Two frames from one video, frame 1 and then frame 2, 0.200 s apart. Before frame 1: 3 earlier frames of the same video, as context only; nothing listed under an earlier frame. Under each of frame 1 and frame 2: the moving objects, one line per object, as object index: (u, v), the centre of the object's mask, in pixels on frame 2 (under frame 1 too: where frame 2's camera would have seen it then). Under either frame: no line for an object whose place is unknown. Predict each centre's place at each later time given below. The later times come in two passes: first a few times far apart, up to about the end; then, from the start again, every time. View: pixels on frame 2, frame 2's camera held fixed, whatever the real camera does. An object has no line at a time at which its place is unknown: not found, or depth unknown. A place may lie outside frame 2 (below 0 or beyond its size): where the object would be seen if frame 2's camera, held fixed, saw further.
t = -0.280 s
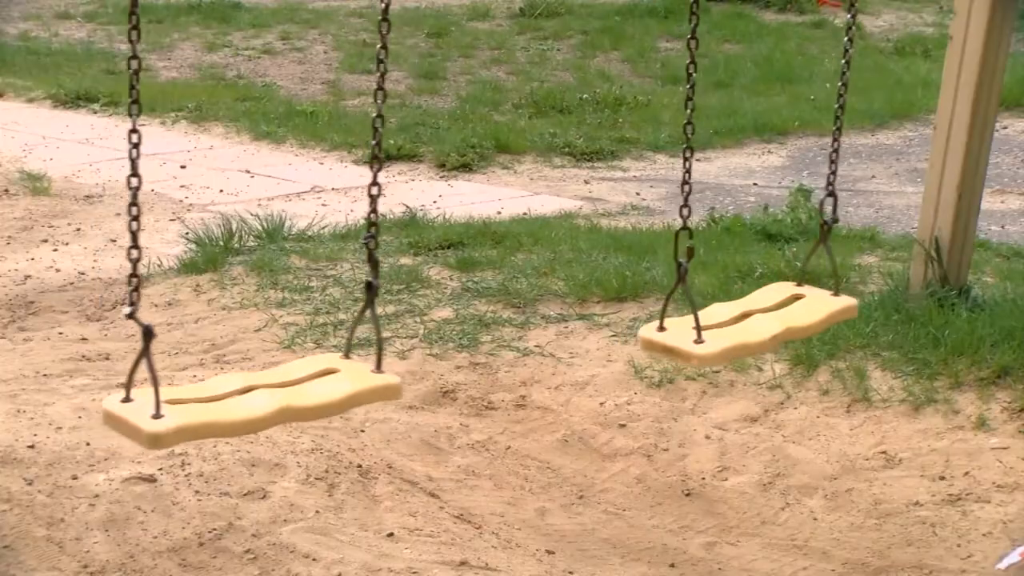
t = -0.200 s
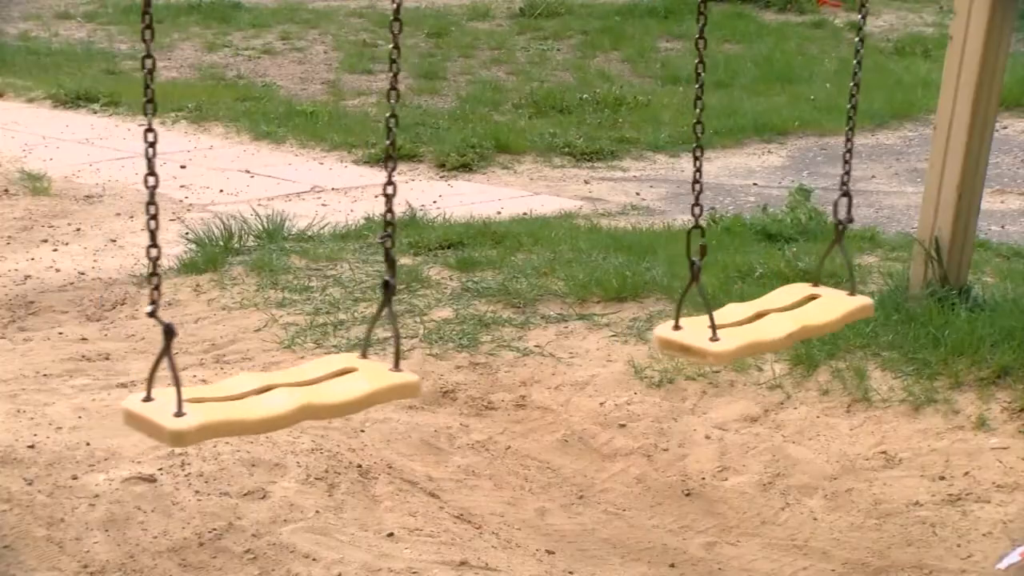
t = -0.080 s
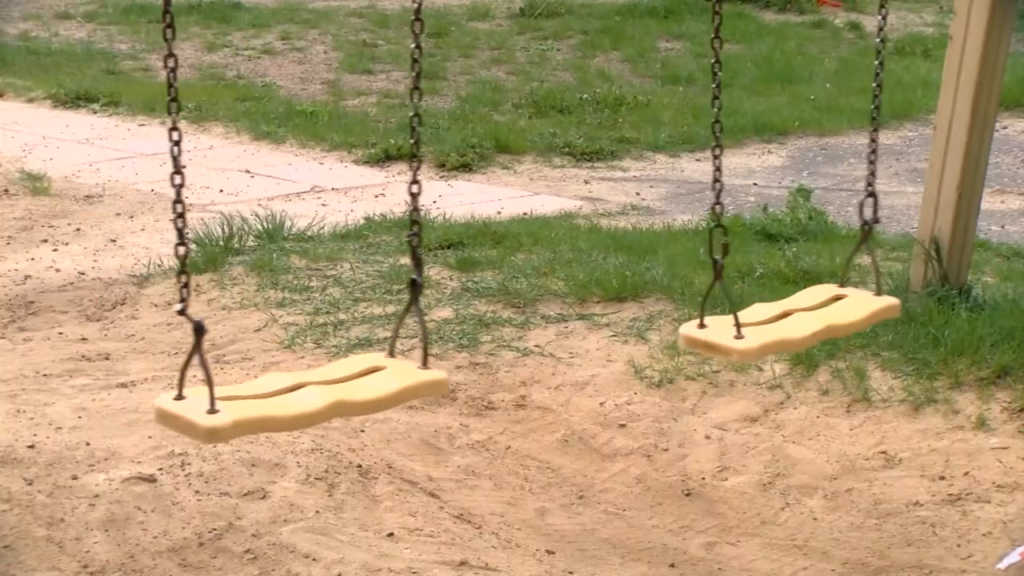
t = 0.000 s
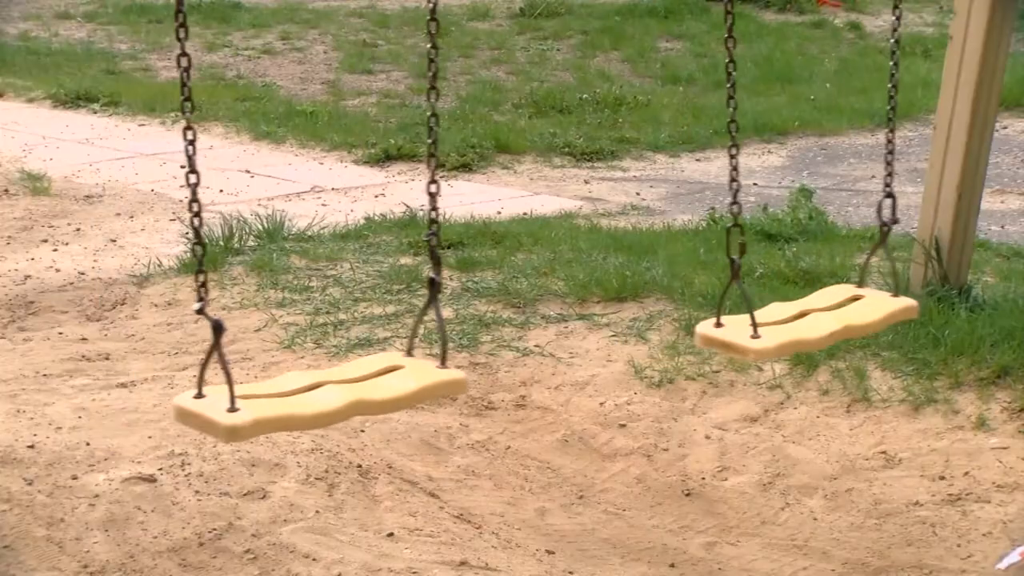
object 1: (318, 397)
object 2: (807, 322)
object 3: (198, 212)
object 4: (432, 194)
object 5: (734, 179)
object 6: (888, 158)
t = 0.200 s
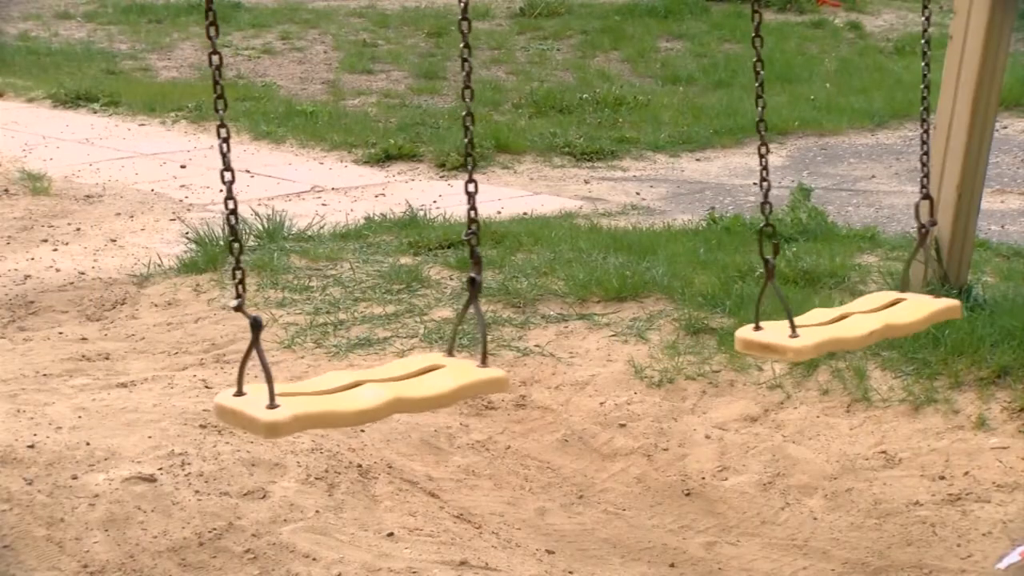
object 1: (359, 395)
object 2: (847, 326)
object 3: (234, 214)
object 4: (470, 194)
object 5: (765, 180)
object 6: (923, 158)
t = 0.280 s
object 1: (370, 395)
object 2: (860, 328)
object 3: (243, 214)
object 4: (480, 192)
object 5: (776, 182)
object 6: (935, 168)
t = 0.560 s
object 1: (383, 403)
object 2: (888, 336)
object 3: (250, 218)
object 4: (491, 197)
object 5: (796, 186)
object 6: (960, 166)
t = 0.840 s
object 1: (347, 414)
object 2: (875, 345)
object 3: (220, 224)
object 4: (461, 200)
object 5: (787, 191)
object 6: (946, 156)
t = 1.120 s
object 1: (288, 420)
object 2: (830, 350)
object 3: (165, 227)
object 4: (409, 203)
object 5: (749, 197)
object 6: (900, 160)
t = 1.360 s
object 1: (247, 419)
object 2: (781, 348)
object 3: (122, 228)
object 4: (375, 203)
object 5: (709, 199)
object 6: (862, 173)
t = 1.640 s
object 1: (233, 412)
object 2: (748, 339)
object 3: (111, 223)
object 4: (363, 201)
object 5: (680, 195)
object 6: (835, 166)
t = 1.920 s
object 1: (261, 404)
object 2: (750, 329)
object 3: (143, 217)
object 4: (384, 196)
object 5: (681, 186)
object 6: (840, 164)
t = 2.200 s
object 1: (311, 396)
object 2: (786, 322)
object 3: (195, 213)
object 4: (427, 191)
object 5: (712, 180)
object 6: (872, 159)
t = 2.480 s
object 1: (359, 394)
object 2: (834, 322)
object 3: (233, 212)
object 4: (469, 193)
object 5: (757, 178)
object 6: (914, 160)
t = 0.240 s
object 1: (365, 395)
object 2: (854, 327)
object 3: (239, 215)
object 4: (475, 194)
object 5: (770, 181)
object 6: (930, 173)
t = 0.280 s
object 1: (370, 395)
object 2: (860, 328)
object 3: (243, 214)
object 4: (480, 192)
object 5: (776, 182)
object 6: (935, 168)
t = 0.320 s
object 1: (376, 396)
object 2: (866, 329)
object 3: (247, 214)
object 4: (485, 196)
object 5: (781, 180)
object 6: (941, 151)
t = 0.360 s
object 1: (379, 397)
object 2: (872, 330)
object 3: (250, 215)
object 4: (489, 195)
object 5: (786, 181)
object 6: (948, 161)
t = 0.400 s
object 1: (381, 398)
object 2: (876, 331)
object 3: (251, 215)
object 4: (491, 195)
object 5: (790, 182)
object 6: (952, 154)
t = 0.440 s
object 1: (383, 399)
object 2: (880, 331)
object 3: (252, 216)
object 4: (492, 196)
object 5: (793, 183)
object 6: (956, 153)
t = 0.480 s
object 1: (384, 400)
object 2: (884, 333)
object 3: (253, 216)
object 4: (493, 195)
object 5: (795, 184)
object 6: (959, 152)
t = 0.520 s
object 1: (383, 402)
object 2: (887, 334)
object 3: (252, 217)
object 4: (492, 197)
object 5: (796, 185)
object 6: (960, 162)
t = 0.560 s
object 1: (383, 403)
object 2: (888, 336)
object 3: (250, 218)
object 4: (491, 197)
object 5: (796, 186)
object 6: (960, 166)
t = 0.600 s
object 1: (380, 405)
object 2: (889, 337)
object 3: (248, 219)
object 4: (489, 198)
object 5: (796, 188)
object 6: (960, 167)
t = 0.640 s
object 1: (377, 406)
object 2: (888, 338)
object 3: (244, 220)
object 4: (486, 198)
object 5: (796, 188)
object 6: (959, 168)
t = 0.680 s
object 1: (373, 408)
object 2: (887, 340)
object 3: (240, 221)
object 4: (483, 198)
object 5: (796, 188)
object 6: (958, 167)
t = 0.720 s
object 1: (367, 409)
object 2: (885, 341)
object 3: (236, 222)
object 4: (478, 200)
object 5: (795, 189)
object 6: (956, 162)
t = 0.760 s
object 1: (361, 411)
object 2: (883, 342)
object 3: (231, 223)
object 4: (473, 203)
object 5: (793, 190)
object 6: (953, 151)
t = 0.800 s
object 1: (355, 413)
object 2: (880, 344)
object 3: (226, 223)
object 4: (467, 204)
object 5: (790, 191)
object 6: (951, 162)
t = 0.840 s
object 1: (347, 414)
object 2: (875, 345)
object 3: (220, 224)
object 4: (461, 200)
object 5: (787, 191)
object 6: (946, 156)
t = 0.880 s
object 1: (340, 416)
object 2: (871, 346)
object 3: (213, 225)
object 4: (454, 204)
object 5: (783, 192)
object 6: (940, 156)
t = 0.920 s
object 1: (332, 417)
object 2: (865, 347)
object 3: (206, 225)
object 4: (446, 206)
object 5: (778, 193)
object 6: (933, 177)
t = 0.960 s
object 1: (322, 418)
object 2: (858, 348)
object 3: (198, 226)
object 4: (438, 205)
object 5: (773, 195)
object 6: (927, 175)
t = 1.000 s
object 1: (314, 419)
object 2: (853, 349)
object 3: (190, 227)
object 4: (431, 205)
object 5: (767, 193)
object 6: (919, 161)
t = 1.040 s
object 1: (305, 420)
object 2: (845, 350)
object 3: (181, 228)
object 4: (423, 207)
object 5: (761, 196)
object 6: (912, 163)
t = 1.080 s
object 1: (297, 420)
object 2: (838, 350)
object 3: (173, 226)
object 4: (416, 205)
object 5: (755, 197)
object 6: (906, 161)
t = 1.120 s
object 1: (288, 420)
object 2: (830, 350)
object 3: (165, 227)
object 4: (409, 203)
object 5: (749, 197)
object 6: (900, 160)
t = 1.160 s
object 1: (280, 421)
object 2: (822, 350)
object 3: (157, 229)
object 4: (402, 205)
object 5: (743, 199)
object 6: (894, 162)
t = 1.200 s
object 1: (272, 420)
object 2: (813, 350)
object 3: (149, 229)
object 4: (395, 203)
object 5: (736, 200)
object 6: (888, 175)
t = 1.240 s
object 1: (265, 420)
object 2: (805, 349)
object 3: (141, 228)
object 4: (389, 204)
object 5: (730, 197)
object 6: (882, 174)
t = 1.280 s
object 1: (258, 420)
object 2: (798, 349)
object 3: (134, 229)
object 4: (384, 202)
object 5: (723, 198)
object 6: (875, 172)
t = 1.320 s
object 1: (252, 419)
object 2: (789, 349)
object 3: (127, 227)
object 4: (379, 202)
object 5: (716, 199)
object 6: (868, 172)
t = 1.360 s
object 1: (247, 419)
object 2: (781, 348)
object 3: (122, 228)
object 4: (375, 203)
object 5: (709, 199)
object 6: (862, 173)
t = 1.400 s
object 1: (242, 418)
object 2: (775, 346)
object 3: (118, 225)
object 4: (371, 202)
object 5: (703, 198)
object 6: (856, 170)
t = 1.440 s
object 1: (239, 417)
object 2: (769, 346)
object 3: (115, 226)
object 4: (368, 202)
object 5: (698, 198)
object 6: (851, 169)
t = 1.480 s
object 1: (236, 416)
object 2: (763, 344)
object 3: (112, 226)
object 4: (366, 201)
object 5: (693, 198)
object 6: (847, 169)
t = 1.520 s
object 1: (234, 415)
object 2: (757, 344)
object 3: (110, 224)
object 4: (364, 201)
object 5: (689, 196)
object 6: (843, 167)
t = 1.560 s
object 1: (232, 414)
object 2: (754, 342)
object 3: (110, 224)
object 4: (363, 201)
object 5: (686, 196)
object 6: (840, 168)
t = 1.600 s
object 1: (232, 413)
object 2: (750, 341)
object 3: (110, 223)
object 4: (363, 201)
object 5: (683, 195)
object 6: (837, 166)
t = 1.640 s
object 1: (233, 412)
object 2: (748, 339)
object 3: (111, 223)
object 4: (363, 201)
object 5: (680, 195)
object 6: (835, 166)
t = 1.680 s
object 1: (235, 411)
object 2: (746, 338)
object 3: (113, 222)
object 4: (364, 200)
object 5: (678, 195)
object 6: (833, 166)
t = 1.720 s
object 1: (237, 410)
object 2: (744, 337)
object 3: (117, 220)
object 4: (366, 199)
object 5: (676, 194)
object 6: (832, 166)
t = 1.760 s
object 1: (240, 409)
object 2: (744, 335)
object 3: (121, 221)
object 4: (369, 199)
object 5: (675, 192)
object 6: (831, 166)
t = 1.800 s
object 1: (244, 408)
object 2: (745, 334)
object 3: (126, 220)
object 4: (372, 198)
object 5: (675, 191)
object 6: (832, 164)
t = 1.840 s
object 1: (249, 407)
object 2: (746, 332)
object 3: (131, 220)
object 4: (376, 196)
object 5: (676, 190)
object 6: (834, 164)
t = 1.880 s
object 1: (255, 405)
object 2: (748, 331)
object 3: (137, 219)
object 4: (380, 197)
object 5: (678, 188)
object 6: (837, 164)
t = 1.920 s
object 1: (261, 404)
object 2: (750, 329)
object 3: (143, 217)
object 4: (384, 196)
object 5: (681, 186)
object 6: (840, 164)
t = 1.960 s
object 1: (267, 403)
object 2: (753, 328)
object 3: (150, 218)
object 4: (390, 196)
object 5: (684, 186)
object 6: (844, 163)
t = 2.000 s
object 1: (274, 402)
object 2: (757, 327)
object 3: (157, 216)
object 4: (396, 195)
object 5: (687, 184)
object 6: (849, 162)
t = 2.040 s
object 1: (281, 401)
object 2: (762, 325)
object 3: (165, 216)
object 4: (402, 195)
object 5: (691, 183)
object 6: (853, 162)
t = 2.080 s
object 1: (287, 399)
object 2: (766, 325)
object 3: (173, 215)
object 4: (408, 194)
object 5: (696, 182)
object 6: (857, 162)
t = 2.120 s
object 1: (295, 398)
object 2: (772, 324)
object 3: (181, 215)
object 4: (415, 197)
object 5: (701, 182)
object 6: (862, 161)
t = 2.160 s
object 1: (303, 397)
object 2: (779, 323)
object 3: (188, 214)
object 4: (421, 194)
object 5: (706, 181)
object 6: (867, 161)
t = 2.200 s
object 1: (311, 396)
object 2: (786, 322)
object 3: (195, 213)
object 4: (427, 191)
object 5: (712, 180)
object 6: (872, 159)
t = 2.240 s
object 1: (319, 396)
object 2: (793, 322)
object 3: (201, 213)
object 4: (434, 194)
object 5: (718, 178)
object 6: (878, 160)
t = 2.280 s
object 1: (326, 395)
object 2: (799, 321)
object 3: (208, 212)
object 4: (440, 193)
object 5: (725, 177)
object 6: (884, 160)
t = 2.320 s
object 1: (334, 394)
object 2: (806, 321)
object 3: (214, 211)
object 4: (446, 195)
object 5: (731, 177)
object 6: (890, 160)
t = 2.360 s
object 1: (340, 394)
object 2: (813, 321)
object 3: (220, 212)
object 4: (452, 193)
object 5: (738, 180)
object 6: (896, 160)
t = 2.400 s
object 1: (348, 394)
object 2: (820, 321)
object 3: (225, 212)
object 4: (458, 194)
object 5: (745, 181)
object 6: (902, 162)
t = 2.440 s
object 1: (353, 394)
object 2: (827, 322)
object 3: (229, 213)
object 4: (464, 193)
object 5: (751, 179)
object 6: (908, 161)
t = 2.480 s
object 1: (359, 394)
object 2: (834, 322)
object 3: (233, 212)
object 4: (469, 193)
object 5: (757, 178)
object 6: (914, 160)
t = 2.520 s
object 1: (363, 394)
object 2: (840, 323)
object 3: (236, 212)
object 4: (474, 194)
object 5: (763, 178)
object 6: (918, 157)
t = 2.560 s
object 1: (368, 394)
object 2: (847, 323)
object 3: (238, 213)
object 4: (478, 193)
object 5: (768, 180)
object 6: (923, 157)
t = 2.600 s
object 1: (371, 395)
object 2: (853, 325)
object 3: (240, 213)
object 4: (481, 192)
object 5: (773, 179)
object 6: (928, 149)
